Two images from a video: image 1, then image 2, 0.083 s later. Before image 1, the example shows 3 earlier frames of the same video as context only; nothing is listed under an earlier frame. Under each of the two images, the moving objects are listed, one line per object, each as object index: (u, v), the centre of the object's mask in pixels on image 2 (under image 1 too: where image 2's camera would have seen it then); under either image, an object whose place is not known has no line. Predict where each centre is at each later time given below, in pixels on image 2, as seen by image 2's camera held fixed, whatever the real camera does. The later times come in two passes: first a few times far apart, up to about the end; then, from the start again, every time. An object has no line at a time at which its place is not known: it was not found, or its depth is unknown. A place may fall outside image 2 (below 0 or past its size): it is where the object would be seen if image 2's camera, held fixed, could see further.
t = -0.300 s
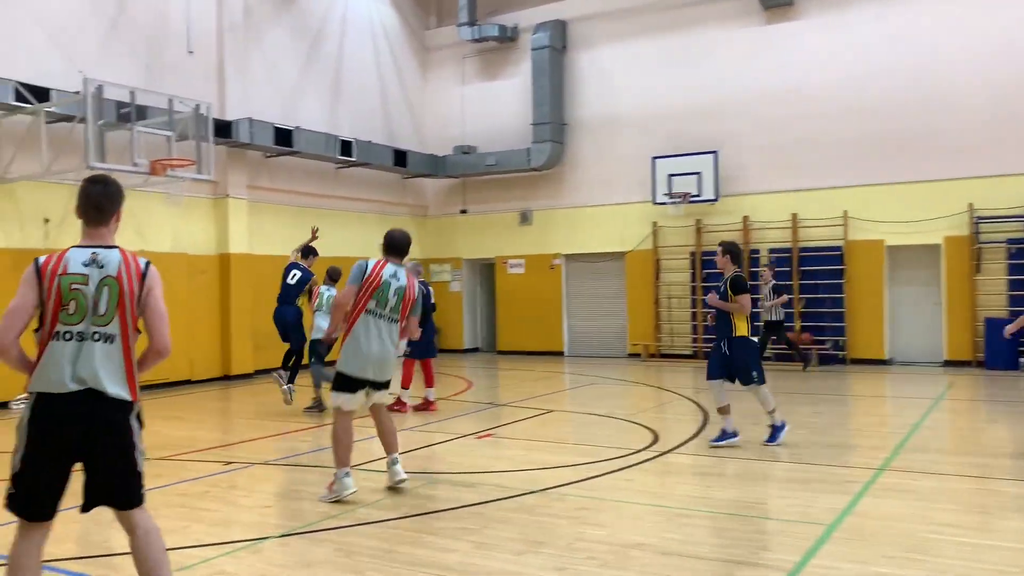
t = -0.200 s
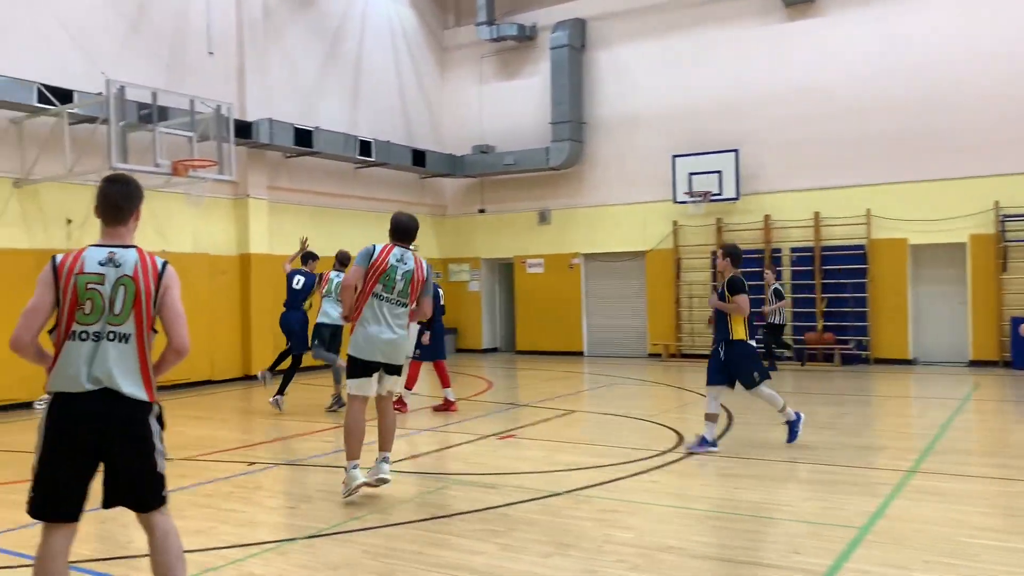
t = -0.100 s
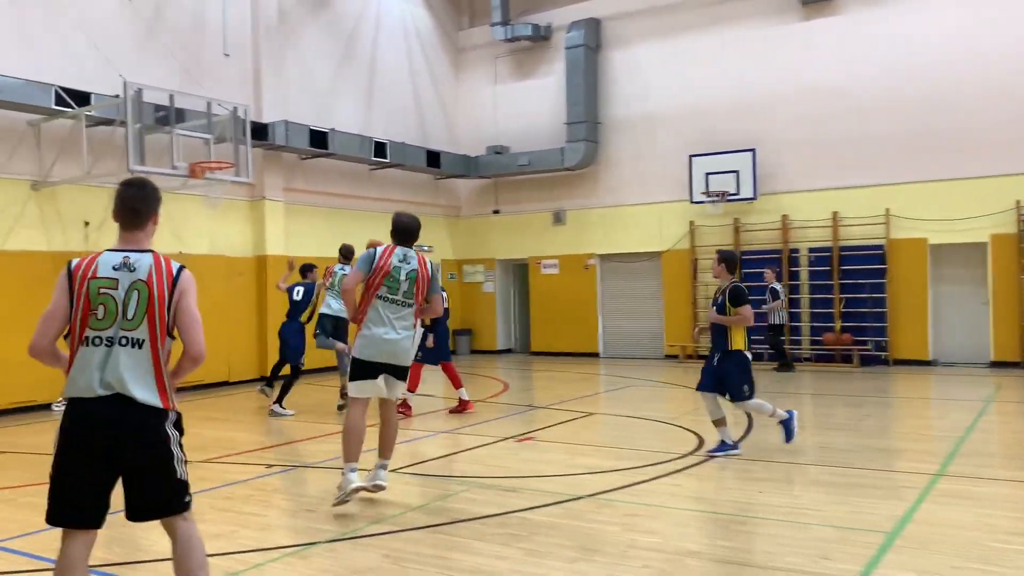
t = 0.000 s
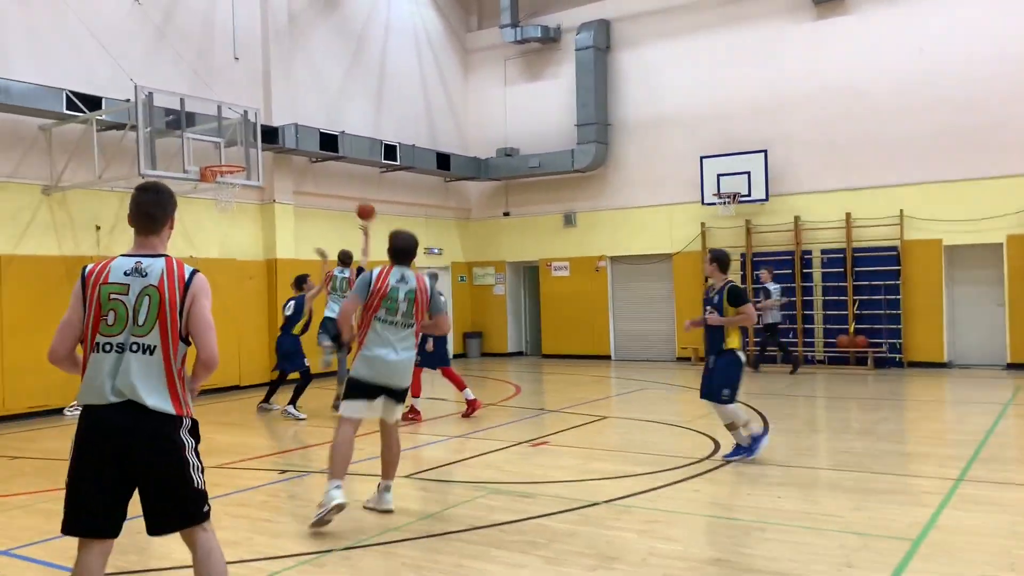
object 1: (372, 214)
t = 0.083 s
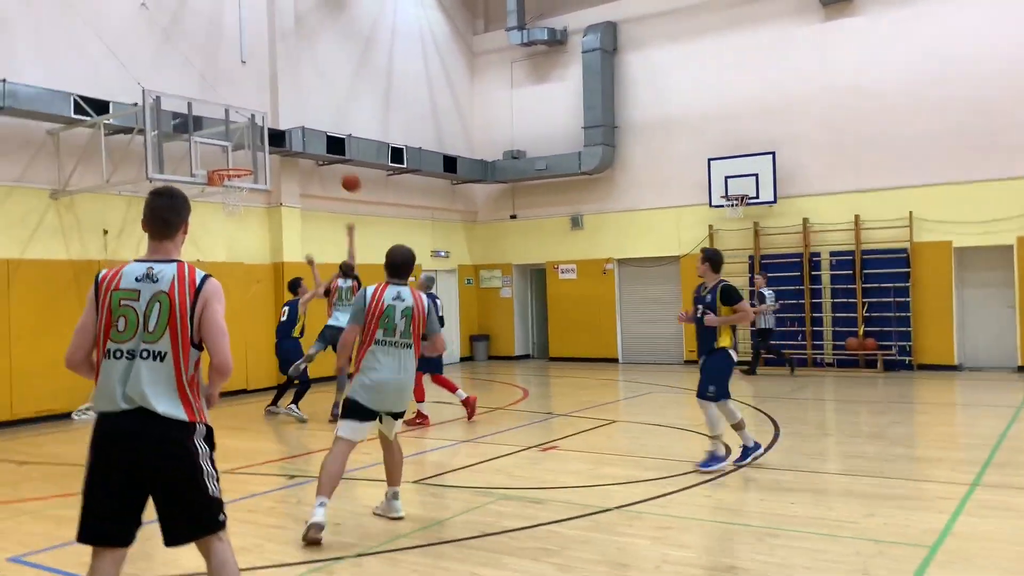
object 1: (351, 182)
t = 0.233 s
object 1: (313, 137)
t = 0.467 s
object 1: (253, 100)
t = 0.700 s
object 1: (197, 104)
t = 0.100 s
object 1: (347, 177)
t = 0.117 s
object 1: (343, 171)
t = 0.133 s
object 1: (337, 166)
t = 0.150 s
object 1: (334, 160)
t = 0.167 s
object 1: (329, 155)
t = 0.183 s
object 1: (325, 150)
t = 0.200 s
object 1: (321, 146)
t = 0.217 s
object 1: (316, 141)
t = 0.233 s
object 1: (313, 137)
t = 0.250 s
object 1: (308, 133)
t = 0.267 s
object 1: (304, 129)
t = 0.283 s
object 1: (299, 125)
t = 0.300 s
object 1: (295, 122)
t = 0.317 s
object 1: (291, 119)
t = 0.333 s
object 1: (287, 116)
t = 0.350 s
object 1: (283, 113)
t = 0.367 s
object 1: (279, 111)
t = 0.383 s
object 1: (274, 108)
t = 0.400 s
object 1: (270, 106)
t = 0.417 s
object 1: (265, 104)
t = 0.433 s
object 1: (261, 103)
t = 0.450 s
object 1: (257, 101)
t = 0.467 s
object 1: (253, 100)
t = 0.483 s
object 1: (249, 99)
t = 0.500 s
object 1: (245, 98)
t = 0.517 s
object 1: (241, 97)
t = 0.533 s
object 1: (236, 96)
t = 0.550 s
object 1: (232, 96)
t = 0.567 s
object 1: (228, 96)
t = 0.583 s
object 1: (225, 96)
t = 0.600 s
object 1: (221, 95)
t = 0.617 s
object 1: (217, 96)
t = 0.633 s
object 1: (214, 96)
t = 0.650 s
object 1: (210, 96)
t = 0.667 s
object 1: (205, 99)
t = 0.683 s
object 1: (202, 100)
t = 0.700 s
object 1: (197, 104)
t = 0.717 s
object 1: (193, 107)
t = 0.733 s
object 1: (189, 109)
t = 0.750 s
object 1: (184, 110)
